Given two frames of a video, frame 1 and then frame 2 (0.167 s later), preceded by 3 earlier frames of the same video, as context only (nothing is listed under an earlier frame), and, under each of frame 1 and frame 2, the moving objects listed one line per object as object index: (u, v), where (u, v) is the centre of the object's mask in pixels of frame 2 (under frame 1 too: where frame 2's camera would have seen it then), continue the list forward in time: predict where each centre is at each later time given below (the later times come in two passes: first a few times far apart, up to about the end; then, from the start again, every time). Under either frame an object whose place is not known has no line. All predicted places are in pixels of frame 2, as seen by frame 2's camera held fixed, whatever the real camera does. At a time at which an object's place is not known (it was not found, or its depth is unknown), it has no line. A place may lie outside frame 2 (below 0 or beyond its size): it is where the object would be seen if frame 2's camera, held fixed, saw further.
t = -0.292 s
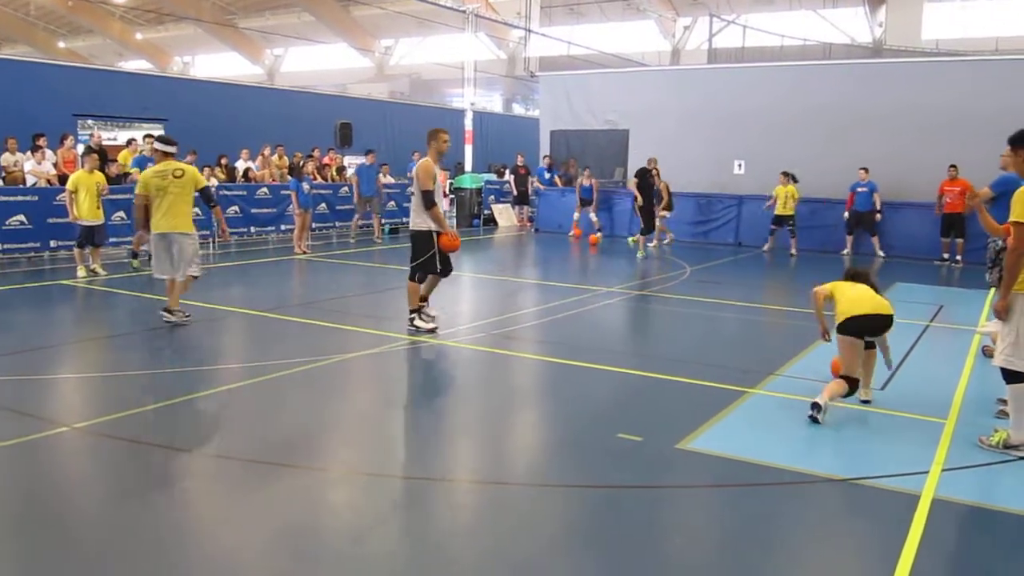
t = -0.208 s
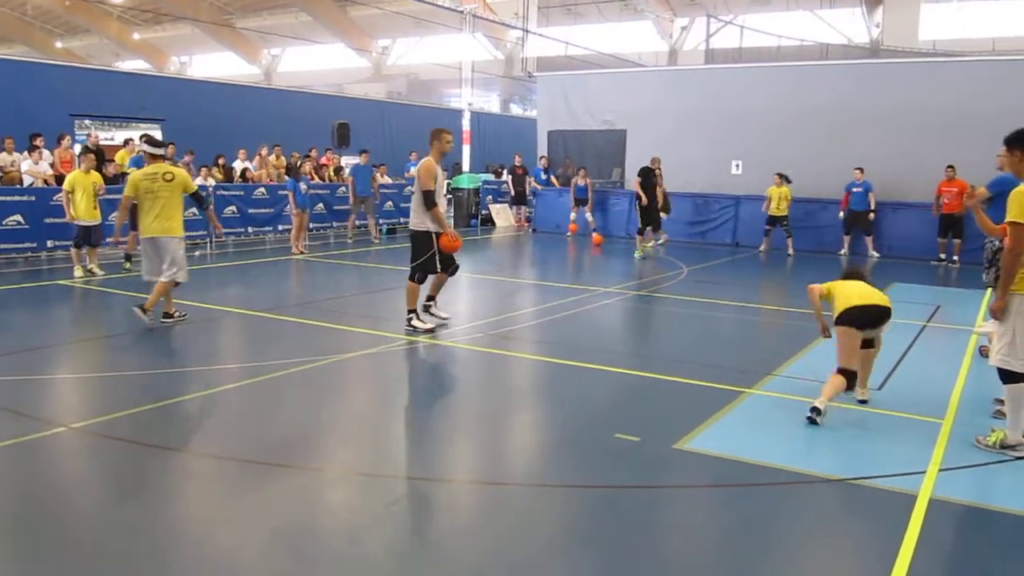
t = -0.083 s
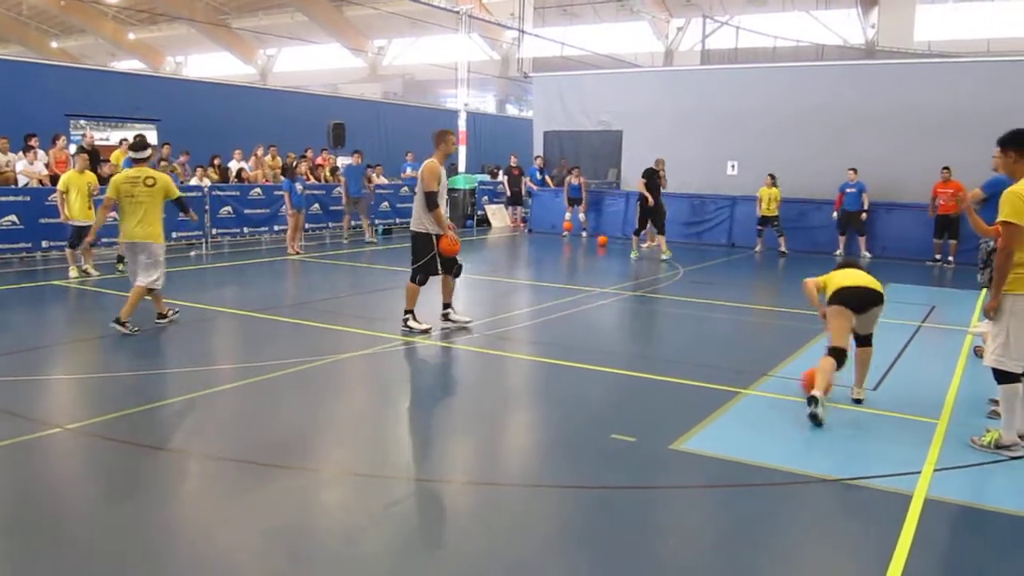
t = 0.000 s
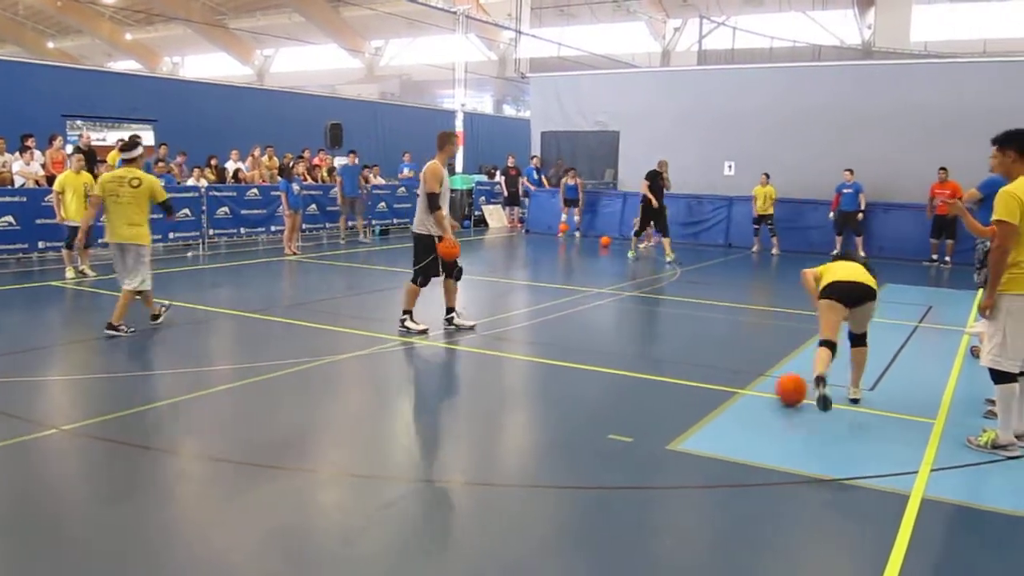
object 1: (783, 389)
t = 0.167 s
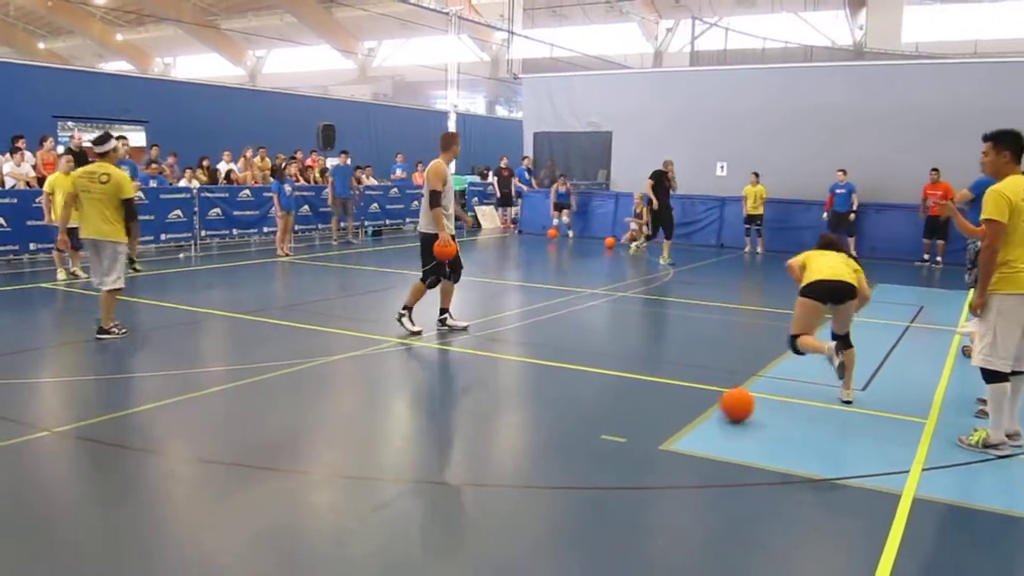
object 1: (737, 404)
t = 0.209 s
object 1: (725, 408)
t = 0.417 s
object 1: (659, 431)
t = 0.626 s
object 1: (584, 457)
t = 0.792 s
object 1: (515, 481)
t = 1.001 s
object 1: (413, 516)
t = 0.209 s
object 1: (725, 408)
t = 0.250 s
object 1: (712, 413)
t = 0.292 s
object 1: (699, 417)
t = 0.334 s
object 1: (686, 422)
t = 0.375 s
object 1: (673, 425)
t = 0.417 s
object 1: (659, 431)
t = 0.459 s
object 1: (644, 435)
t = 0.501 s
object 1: (630, 441)
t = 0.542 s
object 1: (615, 446)
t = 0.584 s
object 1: (599, 450)
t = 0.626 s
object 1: (584, 457)
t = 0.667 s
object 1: (567, 462)
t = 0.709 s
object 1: (550, 469)
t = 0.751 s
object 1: (533, 475)
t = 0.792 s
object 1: (515, 481)
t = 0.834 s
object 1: (495, 488)
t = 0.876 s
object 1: (476, 495)
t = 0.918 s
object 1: (456, 502)
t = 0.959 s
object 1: (435, 509)
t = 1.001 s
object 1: (413, 516)
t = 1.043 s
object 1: (391, 524)
